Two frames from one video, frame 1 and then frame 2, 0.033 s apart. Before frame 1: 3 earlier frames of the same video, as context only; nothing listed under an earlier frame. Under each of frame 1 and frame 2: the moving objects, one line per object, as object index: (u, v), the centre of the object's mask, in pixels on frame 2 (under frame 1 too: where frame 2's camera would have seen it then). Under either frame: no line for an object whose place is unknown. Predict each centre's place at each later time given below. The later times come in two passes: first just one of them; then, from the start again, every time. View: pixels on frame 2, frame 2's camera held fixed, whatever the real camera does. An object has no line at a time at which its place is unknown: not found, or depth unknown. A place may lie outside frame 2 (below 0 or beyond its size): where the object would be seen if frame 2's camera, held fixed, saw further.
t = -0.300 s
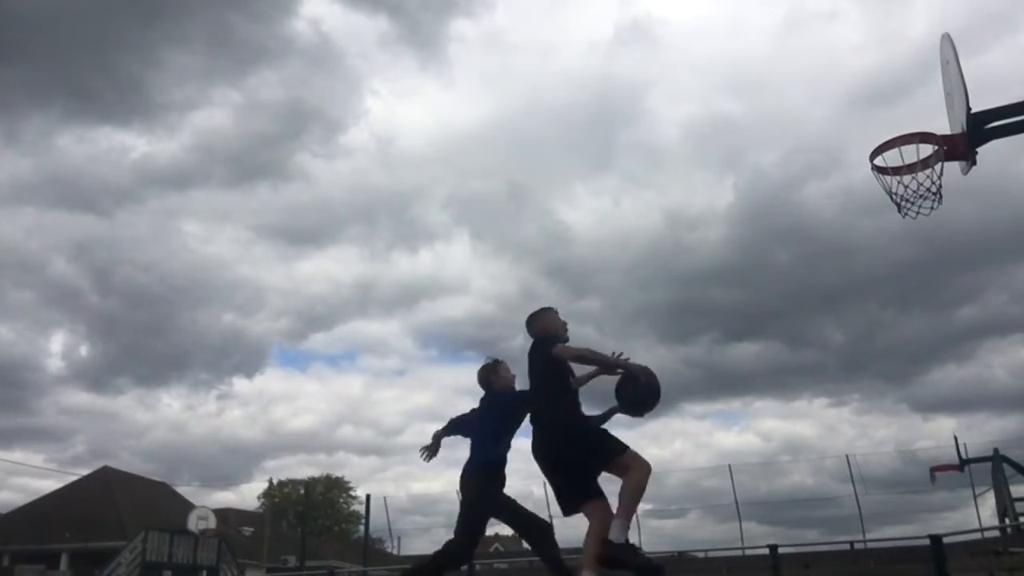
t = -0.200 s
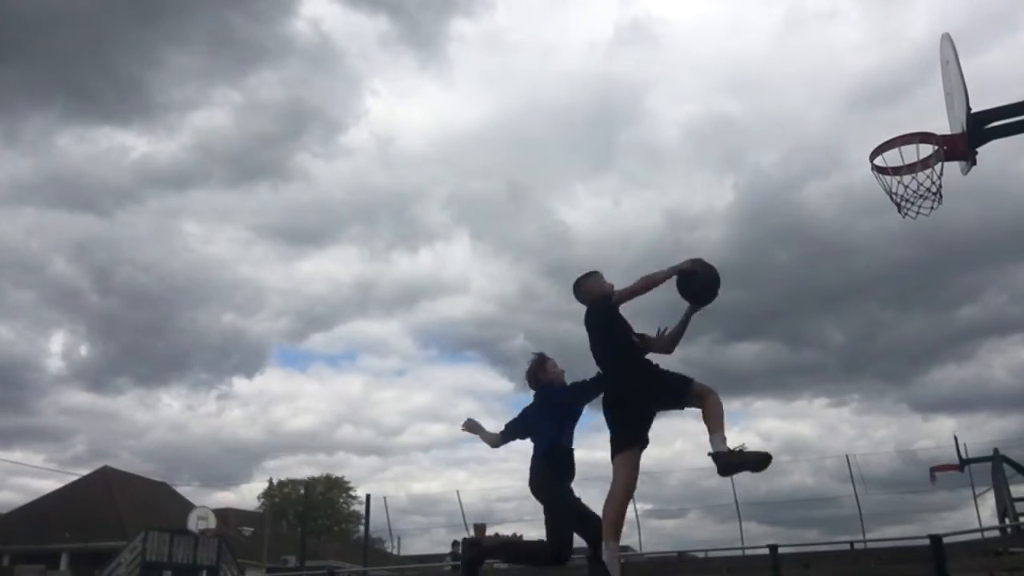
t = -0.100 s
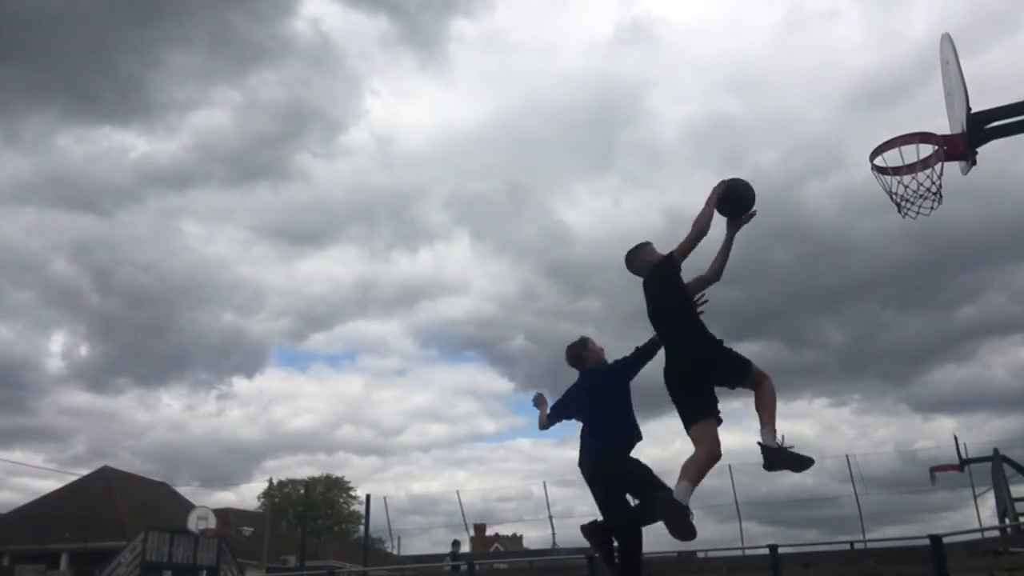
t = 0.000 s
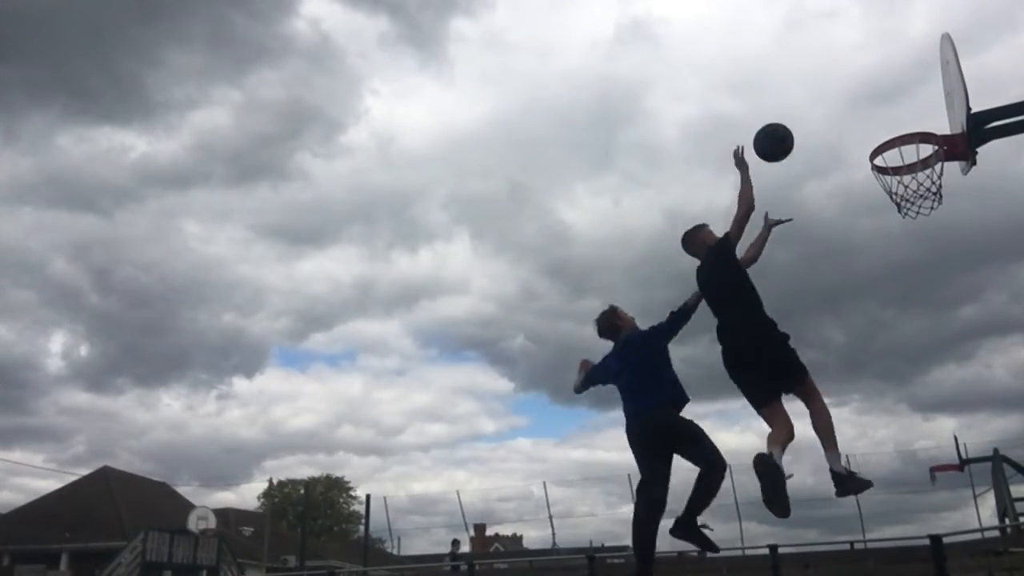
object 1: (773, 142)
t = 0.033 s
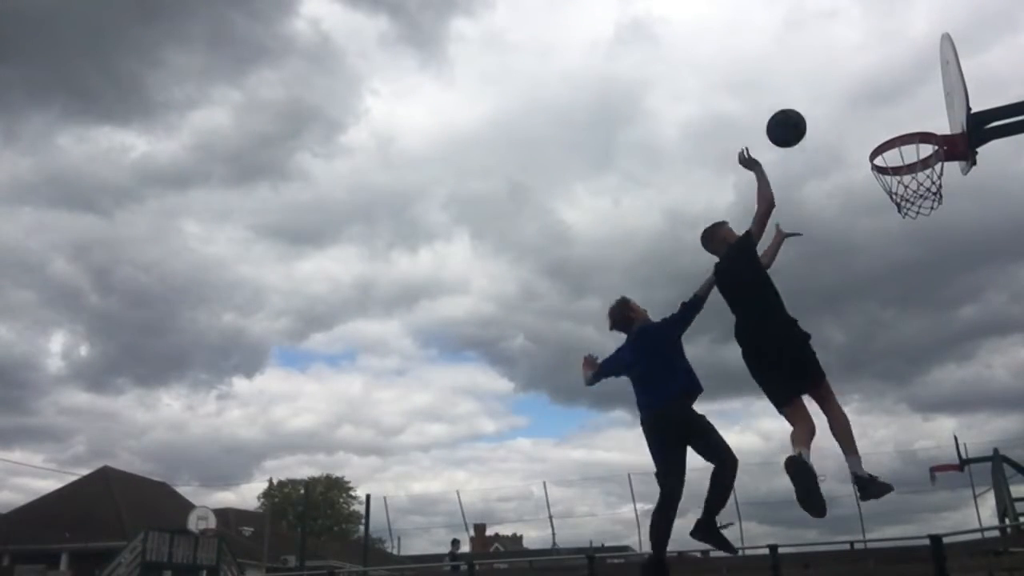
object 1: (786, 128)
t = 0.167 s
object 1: (835, 88)
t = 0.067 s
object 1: (799, 115)
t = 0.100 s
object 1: (811, 105)
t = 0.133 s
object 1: (823, 96)
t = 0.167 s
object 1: (835, 88)
